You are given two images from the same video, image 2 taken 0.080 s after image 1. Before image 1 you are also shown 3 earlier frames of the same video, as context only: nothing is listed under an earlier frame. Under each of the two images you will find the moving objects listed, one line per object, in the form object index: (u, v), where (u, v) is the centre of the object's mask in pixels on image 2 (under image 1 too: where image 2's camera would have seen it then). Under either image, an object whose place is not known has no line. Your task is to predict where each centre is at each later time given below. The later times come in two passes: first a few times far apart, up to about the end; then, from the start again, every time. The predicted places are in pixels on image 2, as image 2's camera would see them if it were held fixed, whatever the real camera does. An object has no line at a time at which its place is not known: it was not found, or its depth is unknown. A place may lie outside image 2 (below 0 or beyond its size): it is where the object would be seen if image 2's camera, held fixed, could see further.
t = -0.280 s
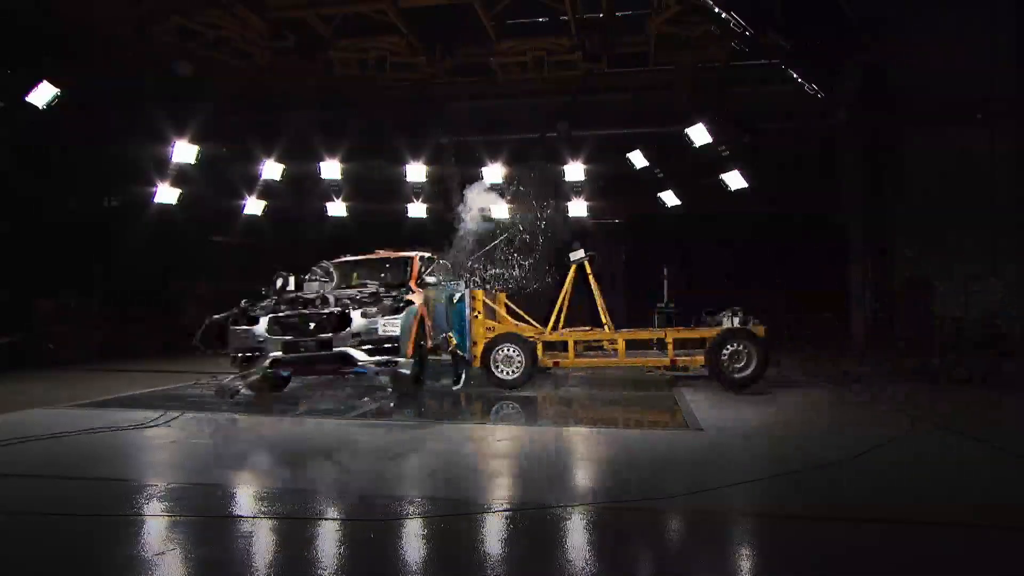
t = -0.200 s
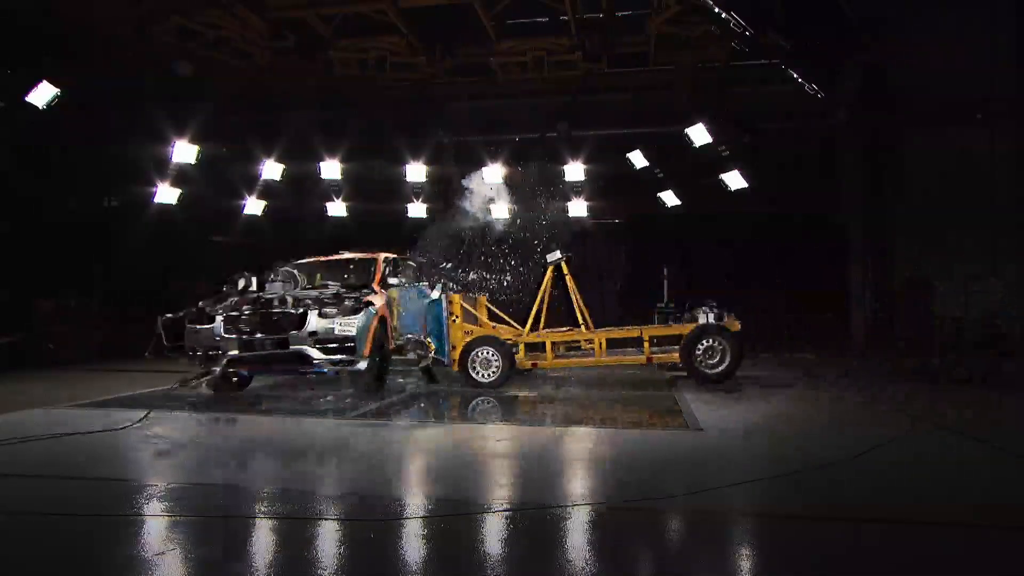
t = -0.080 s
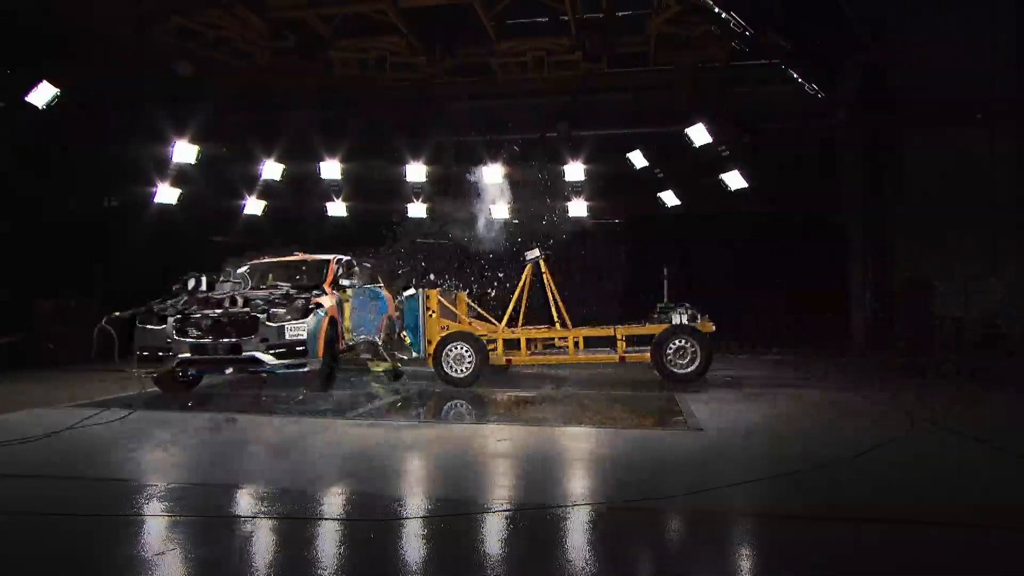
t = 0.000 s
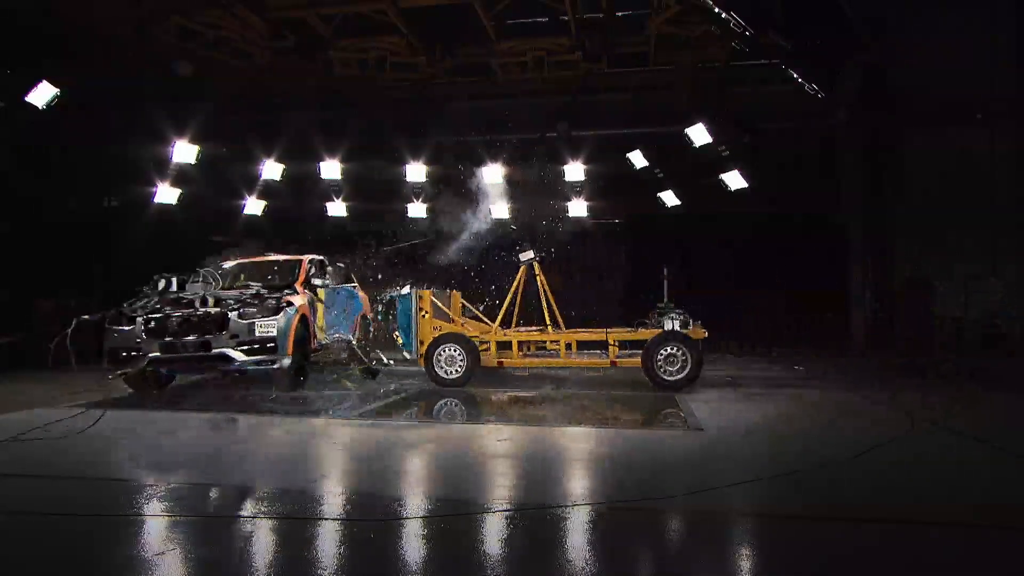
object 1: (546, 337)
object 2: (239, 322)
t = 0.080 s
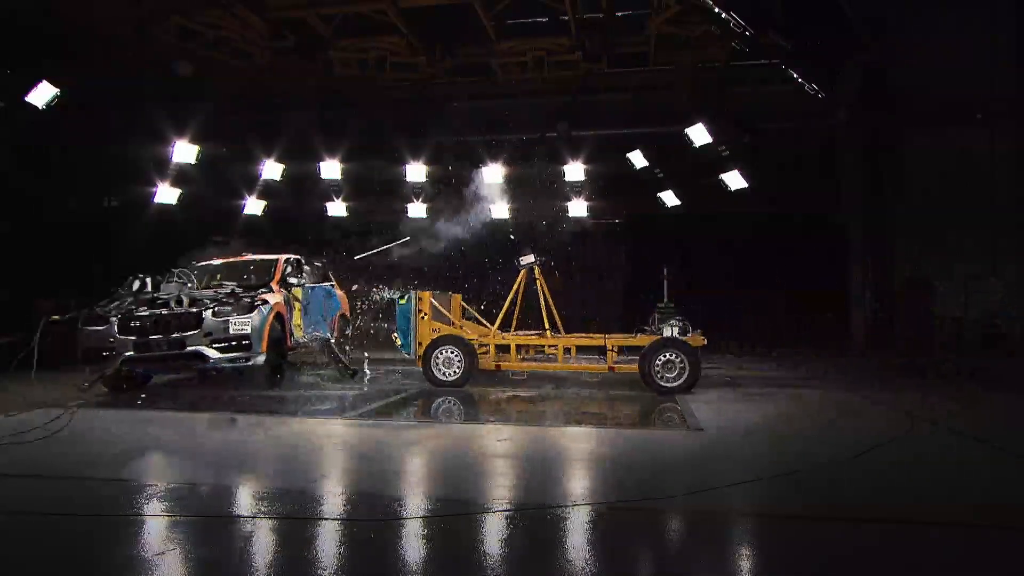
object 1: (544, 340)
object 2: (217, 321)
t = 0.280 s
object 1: (563, 335)
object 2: (180, 320)
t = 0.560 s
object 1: (604, 339)
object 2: (167, 320)
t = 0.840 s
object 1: (644, 342)
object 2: (178, 322)
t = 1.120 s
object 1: (678, 341)
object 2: (174, 323)
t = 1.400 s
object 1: (716, 341)
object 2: (176, 322)
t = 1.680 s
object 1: (757, 342)
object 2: (176, 322)
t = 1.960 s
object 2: (176, 322)
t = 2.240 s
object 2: (176, 322)
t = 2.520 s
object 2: (176, 322)
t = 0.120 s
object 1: (545, 340)
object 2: (207, 320)
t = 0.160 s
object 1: (550, 338)
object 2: (200, 319)
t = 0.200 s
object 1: (553, 337)
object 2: (193, 319)
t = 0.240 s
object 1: (558, 335)
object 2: (186, 319)
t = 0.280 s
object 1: (563, 335)
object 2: (180, 320)
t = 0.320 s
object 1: (568, 336)
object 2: (175, 320)
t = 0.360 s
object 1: (575, 338)
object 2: (172, 320)
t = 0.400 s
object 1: (580, 340)
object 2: (170, 320)
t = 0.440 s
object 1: (587, 341)
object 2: (169, 320)
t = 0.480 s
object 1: (591, 341)
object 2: (167, 321)
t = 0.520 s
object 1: (598, 340)
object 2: (167, 321)
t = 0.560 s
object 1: (604, 339)
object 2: (167, 320)
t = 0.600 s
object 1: (610, 338)
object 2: (168, 320)
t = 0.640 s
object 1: (616, 339)
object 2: (171, 320)
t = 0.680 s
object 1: (623, 340)
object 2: (173, 320)
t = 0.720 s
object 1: (627, 341)
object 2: (175, 321)
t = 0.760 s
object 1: (634, 342)
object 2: (175, 321)
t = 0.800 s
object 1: (639, 342)
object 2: (177, 322)
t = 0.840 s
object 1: (644, 342)
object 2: (178, 322)
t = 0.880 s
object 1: (651, 341)
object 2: (177, 322)
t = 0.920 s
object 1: (648, 339)
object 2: (177, 322)
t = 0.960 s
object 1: (665, 341)
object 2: (177, 322)
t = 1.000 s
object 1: (661, 340)
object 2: (176, 322)
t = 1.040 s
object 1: (667, 341)
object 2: (175, 323)
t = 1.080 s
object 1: (671, 341)
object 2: (174, 323)
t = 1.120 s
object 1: (678, 341)
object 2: (174, 323)
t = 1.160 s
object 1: (684, 341)
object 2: (173, 323)
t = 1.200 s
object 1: (690, 341)
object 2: (173, 323)
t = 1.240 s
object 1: (696, 340)
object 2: (173, 323)
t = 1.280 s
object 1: (702, 341)
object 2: (173, 323)
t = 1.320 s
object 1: (705, 341)
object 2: (174, 323)
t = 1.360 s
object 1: (711, 341)
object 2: (175, 323)
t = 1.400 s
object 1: (716, 341)
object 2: (176, 322)
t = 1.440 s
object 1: (721, 342)
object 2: (176, 322)
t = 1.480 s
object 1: (726, 340)
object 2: (176, 322)
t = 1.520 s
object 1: (730, 340)
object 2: (176, 322)
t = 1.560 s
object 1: (737, 340)
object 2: (176, 322)
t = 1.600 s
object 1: (744, 341)
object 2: (176, 322)
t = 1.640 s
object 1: (750, 342)
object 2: (176, 322)
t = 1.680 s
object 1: (757, 342)
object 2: (176, 322)
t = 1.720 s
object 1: (762, 341)
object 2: (175, 322)
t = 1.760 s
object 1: (768, 341)
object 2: (175, 322)
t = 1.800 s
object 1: (775, 340)
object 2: (175, 322)
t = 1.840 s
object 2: (175, 322)
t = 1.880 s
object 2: (175, 322)
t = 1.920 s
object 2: (175, 322)
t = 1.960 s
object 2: (176, 322)
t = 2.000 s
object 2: (176, 322)
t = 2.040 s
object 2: (176, 322)
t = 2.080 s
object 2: (176, 322)
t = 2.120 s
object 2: (176, 322)
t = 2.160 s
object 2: (176, 322)
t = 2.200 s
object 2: (176, 322)
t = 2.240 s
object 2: (176, 322)
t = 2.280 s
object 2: (176, 322)
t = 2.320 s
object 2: (176, 322)
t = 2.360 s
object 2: (176, 322)
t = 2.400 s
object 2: (176, 322)
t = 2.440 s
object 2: (176, 322)
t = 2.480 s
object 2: (176, 322)
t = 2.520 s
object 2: (176, 322)
